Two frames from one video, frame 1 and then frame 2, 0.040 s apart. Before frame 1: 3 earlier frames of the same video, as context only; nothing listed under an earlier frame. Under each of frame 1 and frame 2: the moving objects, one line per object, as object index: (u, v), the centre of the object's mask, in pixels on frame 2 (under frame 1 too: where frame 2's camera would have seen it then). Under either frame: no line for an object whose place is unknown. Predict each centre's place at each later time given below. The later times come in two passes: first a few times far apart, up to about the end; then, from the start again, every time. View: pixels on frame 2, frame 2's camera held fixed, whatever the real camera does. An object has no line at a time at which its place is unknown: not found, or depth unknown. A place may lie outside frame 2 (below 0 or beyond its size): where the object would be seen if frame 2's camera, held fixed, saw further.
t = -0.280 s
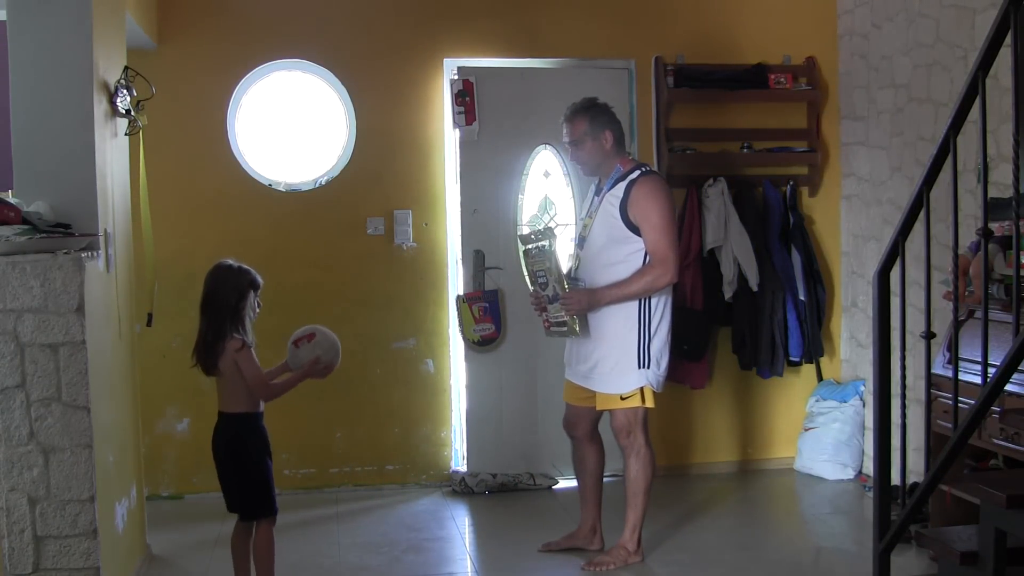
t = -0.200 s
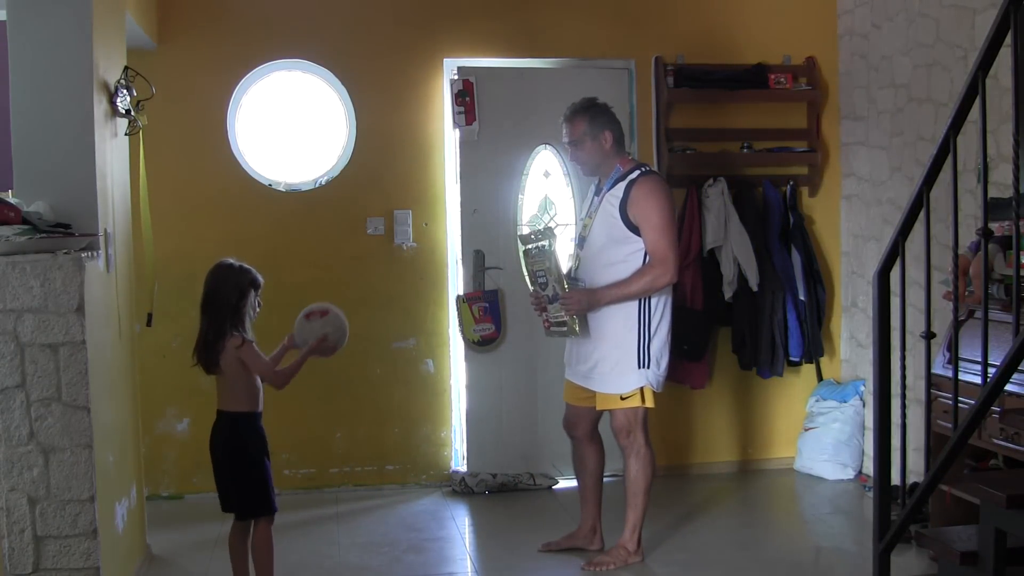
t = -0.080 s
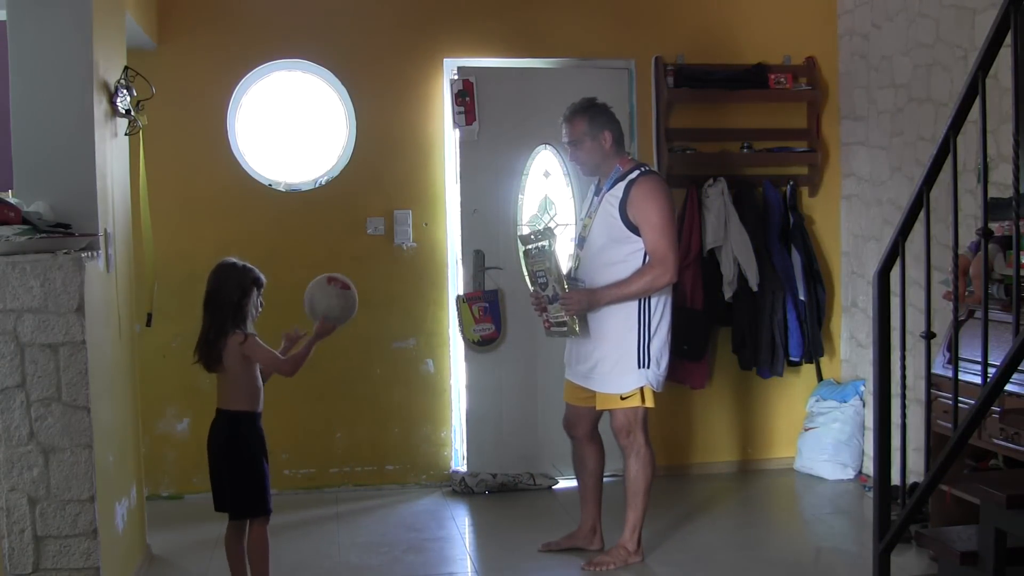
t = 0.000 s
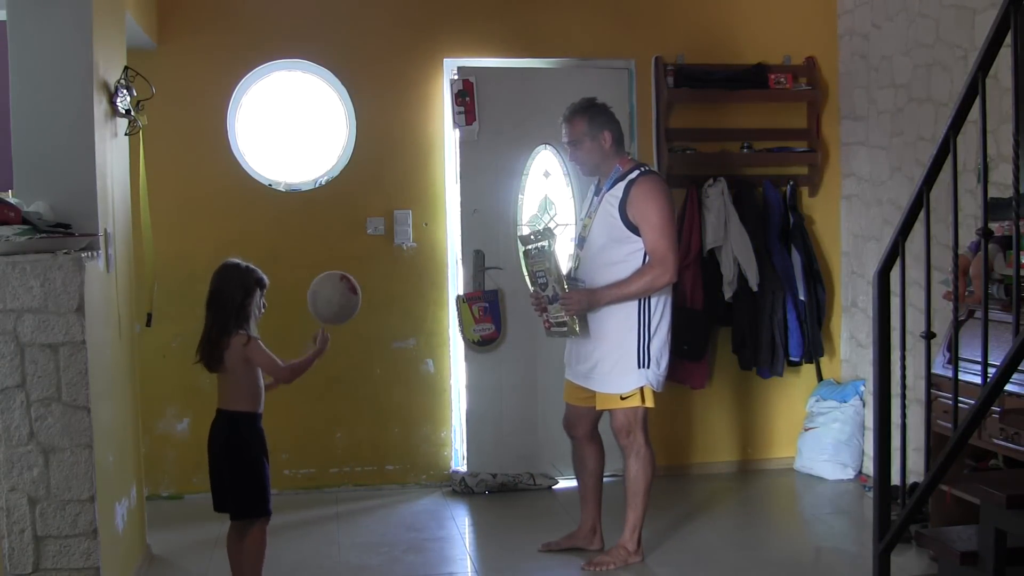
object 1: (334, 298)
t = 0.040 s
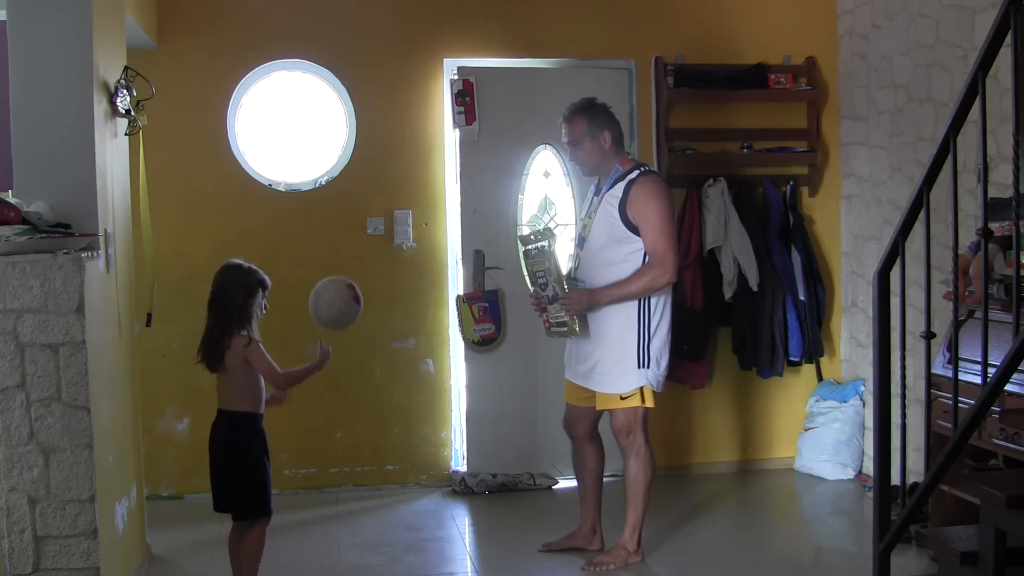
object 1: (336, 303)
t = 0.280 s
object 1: (349, 425)
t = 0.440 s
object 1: (361, 549)
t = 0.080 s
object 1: (338, 312)
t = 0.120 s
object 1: (339, 326)
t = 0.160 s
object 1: (342, 345)
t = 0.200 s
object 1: (344, 367)
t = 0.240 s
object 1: (346, 393)
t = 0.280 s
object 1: (349, 425)
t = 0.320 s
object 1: (352, 460)
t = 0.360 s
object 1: (355, 499)
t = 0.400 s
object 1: (357, 546)
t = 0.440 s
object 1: (361, 549)
